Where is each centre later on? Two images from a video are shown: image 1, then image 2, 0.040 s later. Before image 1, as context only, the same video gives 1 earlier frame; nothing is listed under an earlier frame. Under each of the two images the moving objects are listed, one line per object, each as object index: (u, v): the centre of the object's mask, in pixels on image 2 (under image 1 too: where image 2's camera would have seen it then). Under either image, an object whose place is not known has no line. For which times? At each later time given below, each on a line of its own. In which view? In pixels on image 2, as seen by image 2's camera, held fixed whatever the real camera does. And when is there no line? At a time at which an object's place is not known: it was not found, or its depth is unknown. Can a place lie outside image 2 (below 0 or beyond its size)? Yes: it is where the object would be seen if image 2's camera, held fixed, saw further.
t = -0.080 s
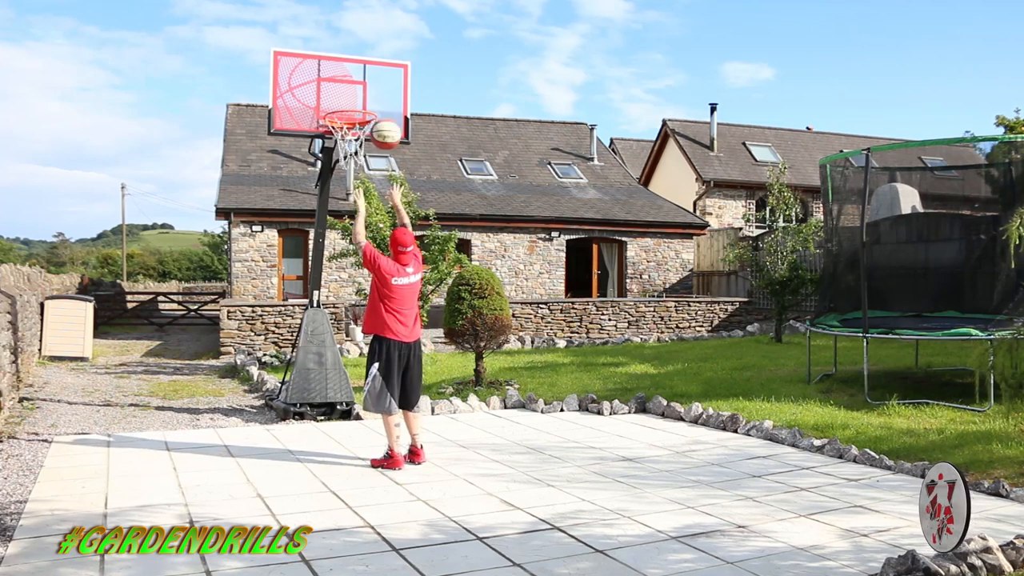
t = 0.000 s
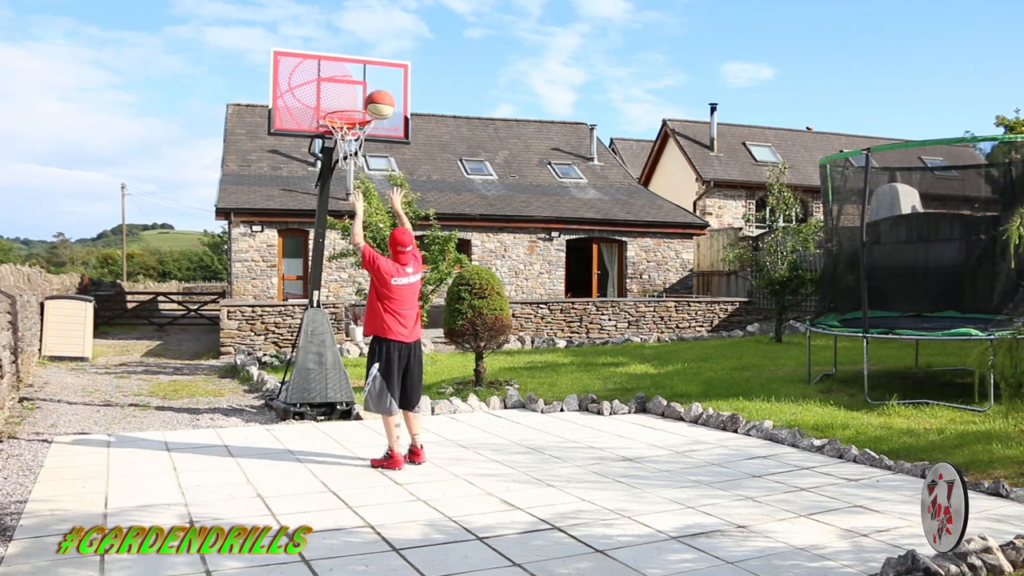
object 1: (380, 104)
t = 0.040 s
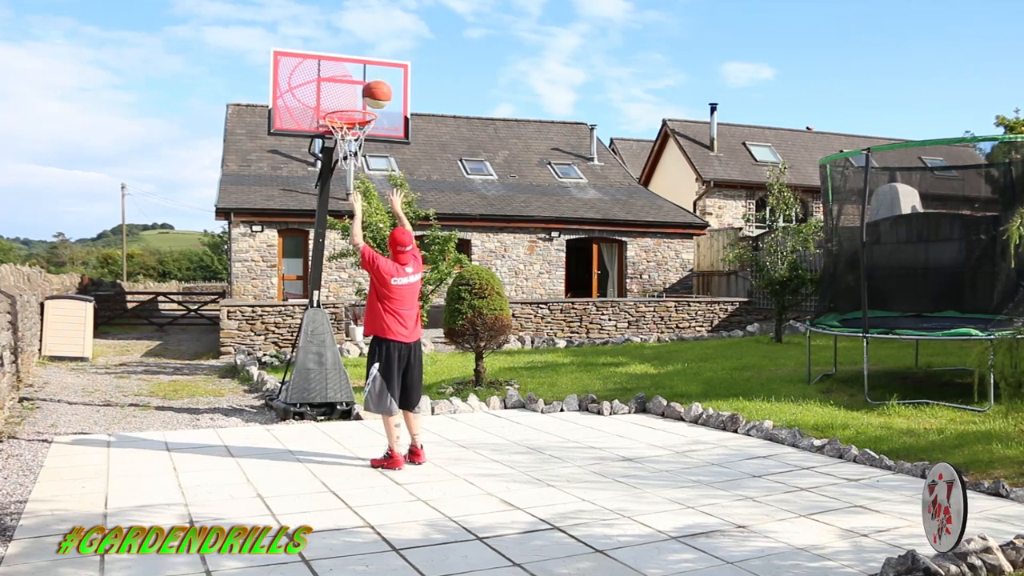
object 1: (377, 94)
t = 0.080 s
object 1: (374, 85)
